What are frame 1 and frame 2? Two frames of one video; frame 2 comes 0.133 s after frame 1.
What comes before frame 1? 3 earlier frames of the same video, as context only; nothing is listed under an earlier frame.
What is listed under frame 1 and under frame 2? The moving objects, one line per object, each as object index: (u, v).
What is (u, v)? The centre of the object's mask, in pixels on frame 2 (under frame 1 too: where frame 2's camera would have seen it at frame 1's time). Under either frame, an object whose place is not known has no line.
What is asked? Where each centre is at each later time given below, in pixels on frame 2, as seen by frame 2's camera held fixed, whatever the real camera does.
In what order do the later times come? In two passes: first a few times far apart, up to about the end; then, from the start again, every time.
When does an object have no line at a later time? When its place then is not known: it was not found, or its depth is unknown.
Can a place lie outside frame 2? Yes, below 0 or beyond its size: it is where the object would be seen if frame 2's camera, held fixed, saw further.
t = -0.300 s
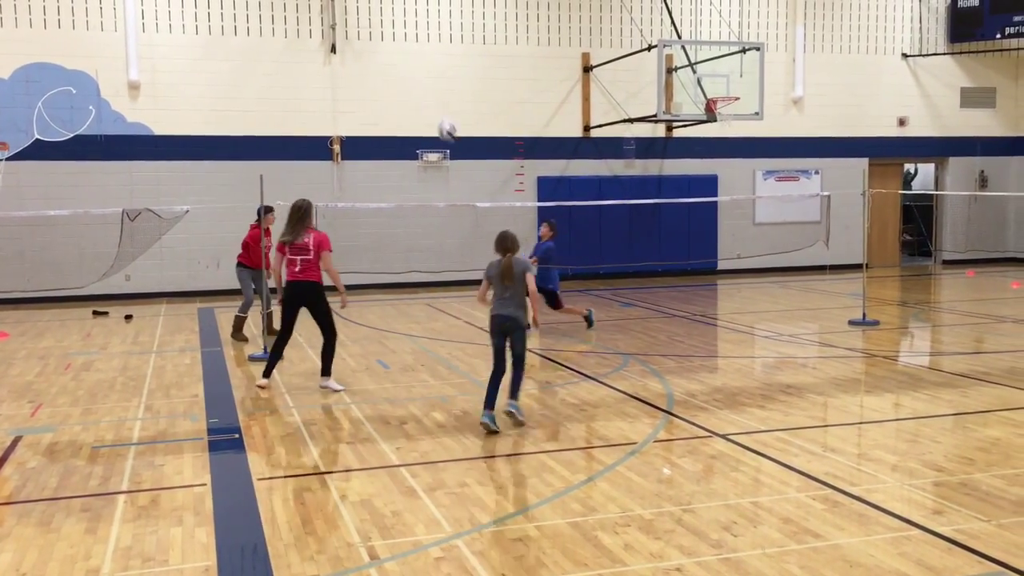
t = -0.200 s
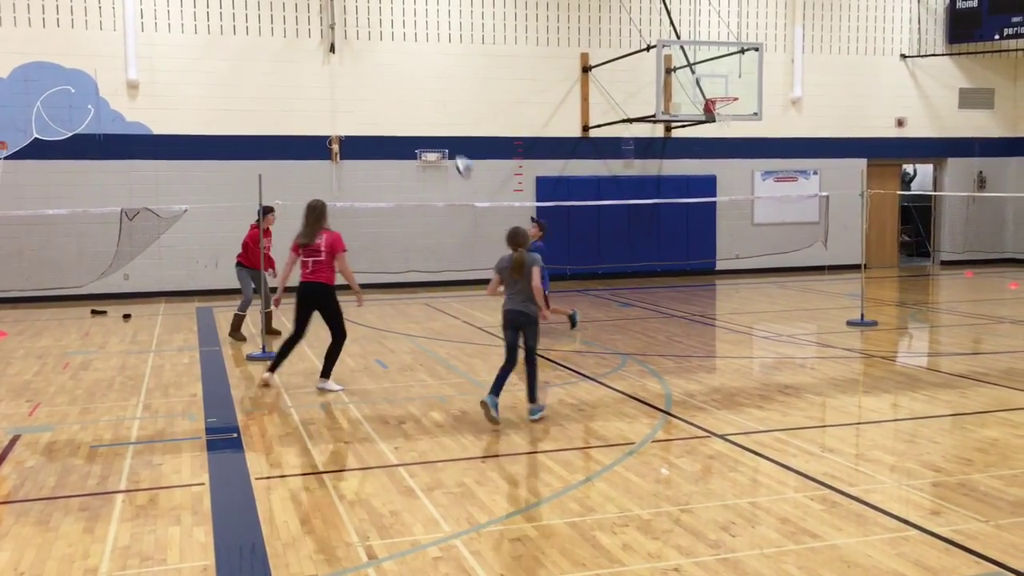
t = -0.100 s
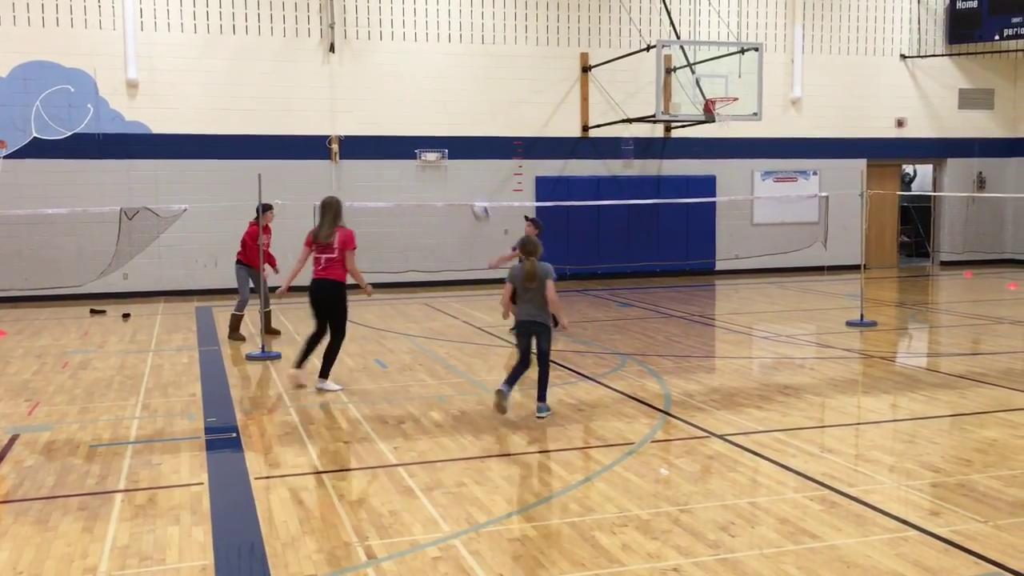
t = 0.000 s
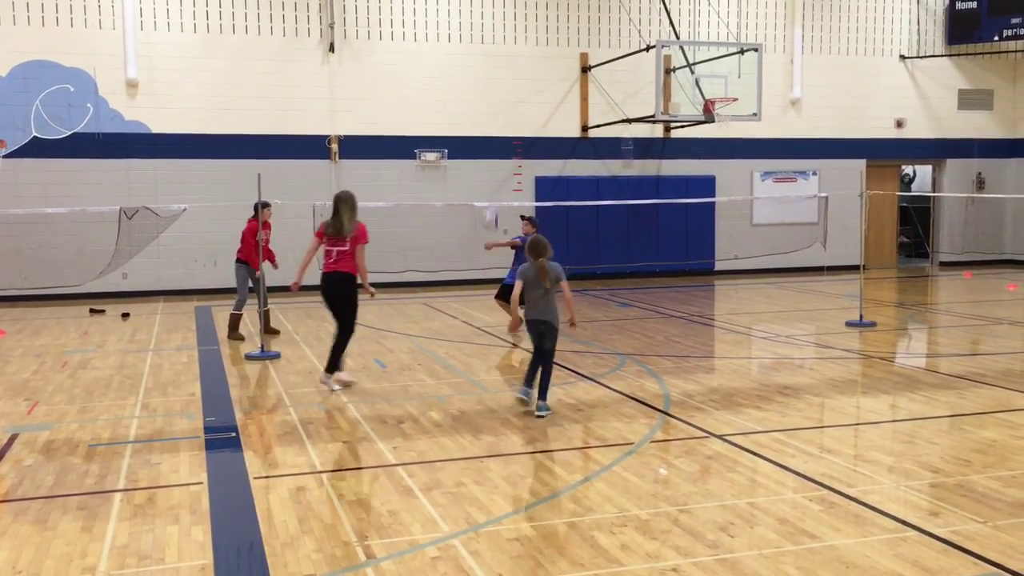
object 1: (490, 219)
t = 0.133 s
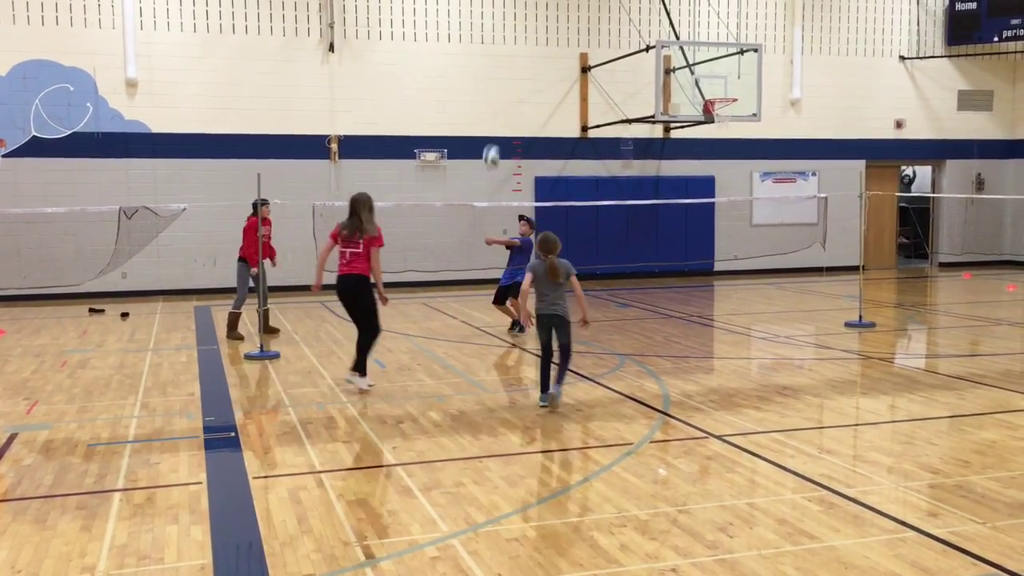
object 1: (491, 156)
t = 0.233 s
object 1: (491, 119)
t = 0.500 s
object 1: (493, 58)
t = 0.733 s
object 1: (495, 56)
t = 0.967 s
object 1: (497, 103)
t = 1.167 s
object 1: (498, 182)
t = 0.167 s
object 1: (491, 143)
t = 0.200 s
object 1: (491, 131)
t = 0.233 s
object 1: (491, 119)
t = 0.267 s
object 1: (492, 108)
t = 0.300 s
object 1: (492, 98)
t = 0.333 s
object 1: (492, 88)
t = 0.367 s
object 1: (492, 81)
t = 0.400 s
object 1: (493, 73)
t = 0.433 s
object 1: (493, 67)
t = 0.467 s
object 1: (493, 62)
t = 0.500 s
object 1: (493, 58)
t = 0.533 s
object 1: (493, 54)
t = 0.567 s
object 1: (493, 52)
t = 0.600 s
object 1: (494, 51)
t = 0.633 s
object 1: (494, 50)
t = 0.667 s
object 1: (494, 51)
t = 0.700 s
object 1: (494, 52)
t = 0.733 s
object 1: (495, 56)
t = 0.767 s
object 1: (495, 58)
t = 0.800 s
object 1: (495, 64)
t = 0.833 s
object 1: (495, 69)
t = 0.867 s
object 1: (496, 75)
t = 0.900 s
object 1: (496, 83)
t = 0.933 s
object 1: (497, 93)
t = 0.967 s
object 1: (497, 103)
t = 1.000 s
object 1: (497, 112)
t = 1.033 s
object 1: (497, 124)
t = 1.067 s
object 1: (497, 138)
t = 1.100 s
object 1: (498, 149)
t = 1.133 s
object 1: (497, 165)
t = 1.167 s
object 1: (498, 182)
